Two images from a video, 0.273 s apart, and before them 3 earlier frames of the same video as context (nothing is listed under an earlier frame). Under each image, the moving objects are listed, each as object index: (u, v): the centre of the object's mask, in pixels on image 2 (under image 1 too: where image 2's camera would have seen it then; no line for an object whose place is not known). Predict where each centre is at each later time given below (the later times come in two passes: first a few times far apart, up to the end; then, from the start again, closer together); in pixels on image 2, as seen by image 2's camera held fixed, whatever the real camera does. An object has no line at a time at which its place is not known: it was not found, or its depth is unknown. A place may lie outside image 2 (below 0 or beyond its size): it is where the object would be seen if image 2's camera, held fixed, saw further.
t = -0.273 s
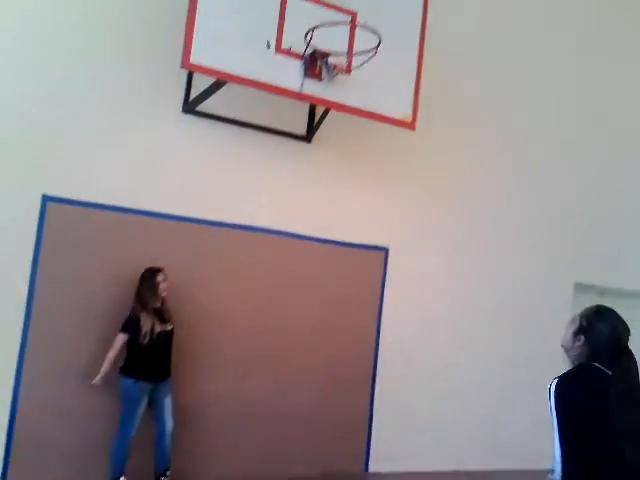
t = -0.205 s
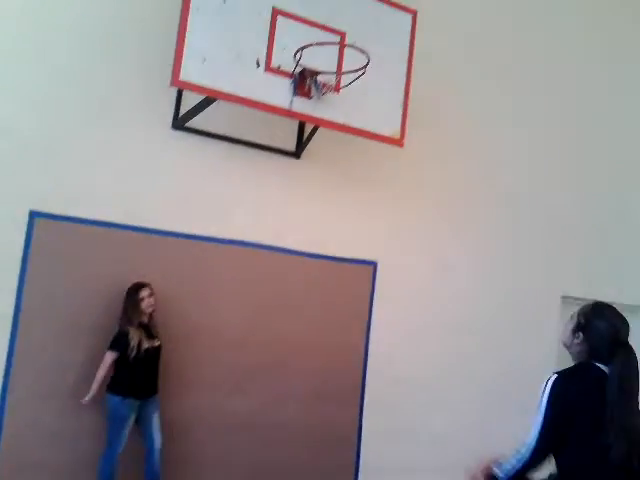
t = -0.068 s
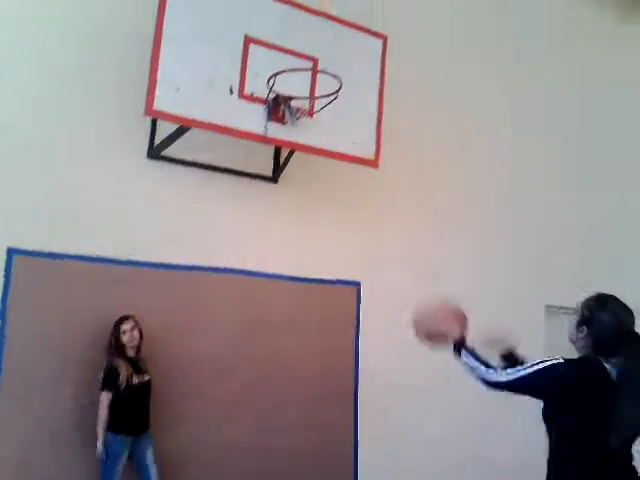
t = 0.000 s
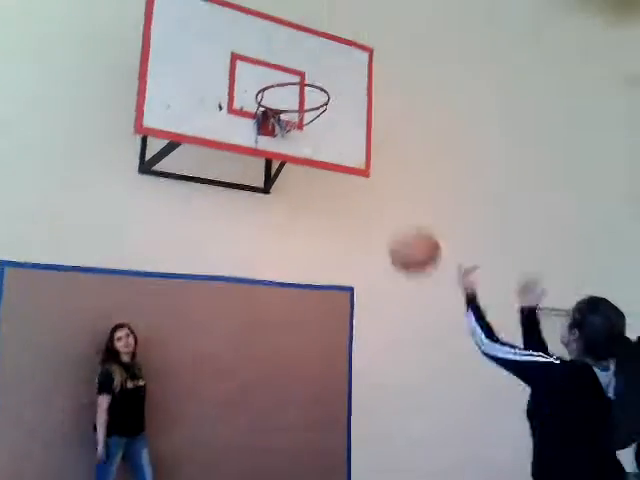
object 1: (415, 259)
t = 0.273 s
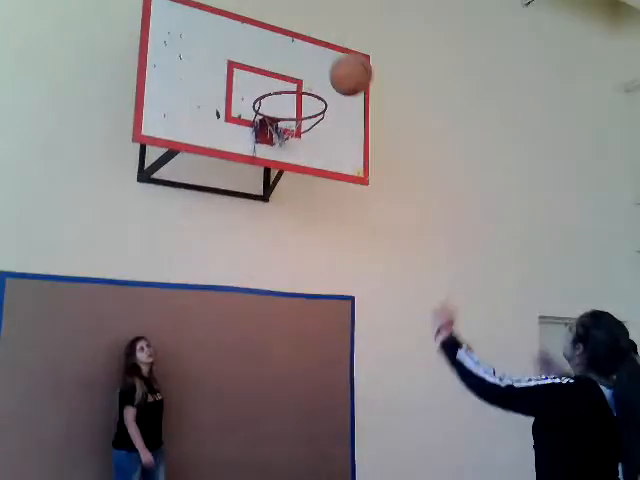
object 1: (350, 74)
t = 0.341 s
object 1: (337, 51)
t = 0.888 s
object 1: (254, 96)
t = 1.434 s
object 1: (193, 192)
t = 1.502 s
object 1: (180, 238)
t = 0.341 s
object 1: (337, 51)
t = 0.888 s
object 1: (254, 96)
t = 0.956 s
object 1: (250, 93)
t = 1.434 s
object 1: (193, 192)
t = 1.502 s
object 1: (180, 238)
